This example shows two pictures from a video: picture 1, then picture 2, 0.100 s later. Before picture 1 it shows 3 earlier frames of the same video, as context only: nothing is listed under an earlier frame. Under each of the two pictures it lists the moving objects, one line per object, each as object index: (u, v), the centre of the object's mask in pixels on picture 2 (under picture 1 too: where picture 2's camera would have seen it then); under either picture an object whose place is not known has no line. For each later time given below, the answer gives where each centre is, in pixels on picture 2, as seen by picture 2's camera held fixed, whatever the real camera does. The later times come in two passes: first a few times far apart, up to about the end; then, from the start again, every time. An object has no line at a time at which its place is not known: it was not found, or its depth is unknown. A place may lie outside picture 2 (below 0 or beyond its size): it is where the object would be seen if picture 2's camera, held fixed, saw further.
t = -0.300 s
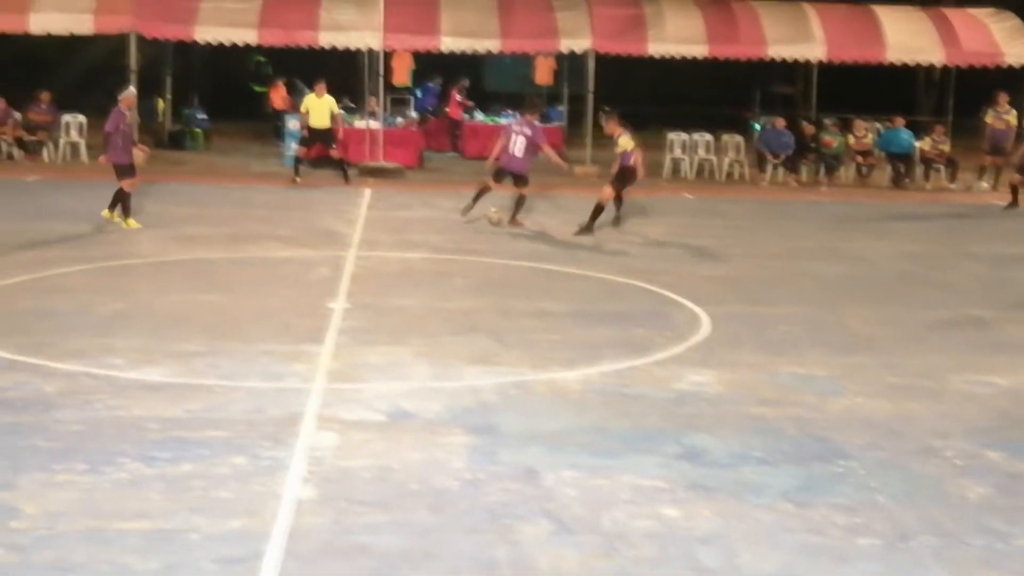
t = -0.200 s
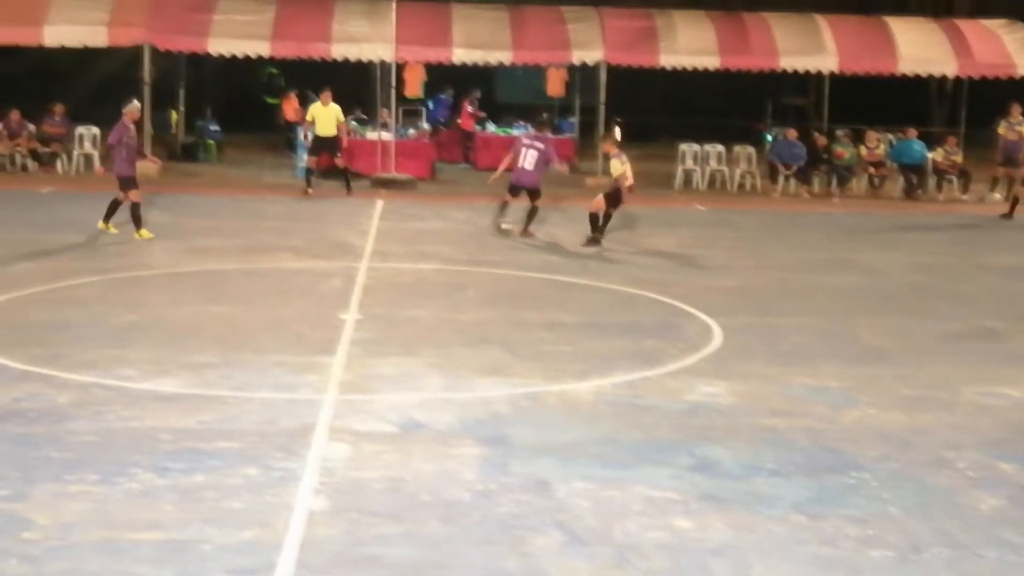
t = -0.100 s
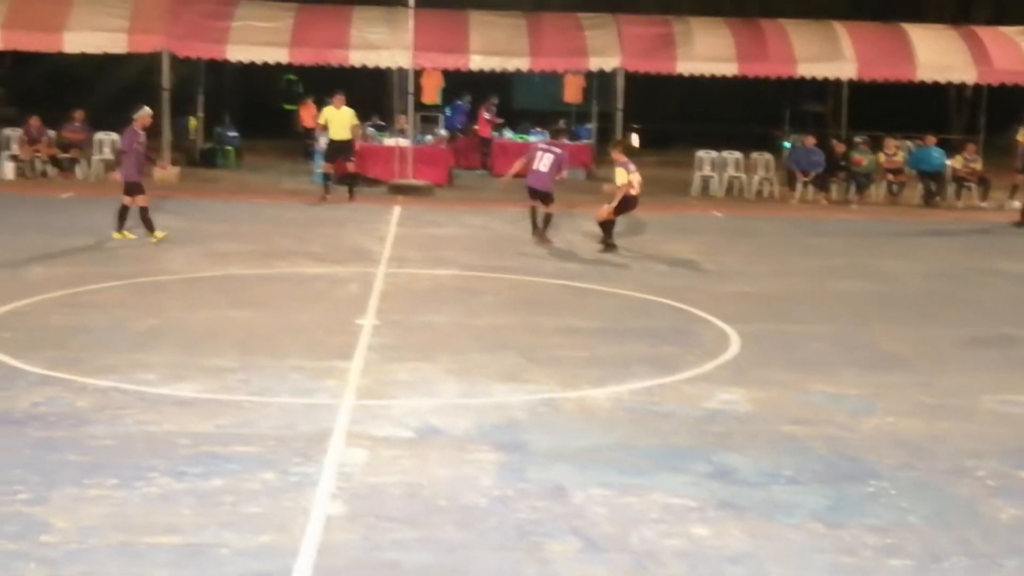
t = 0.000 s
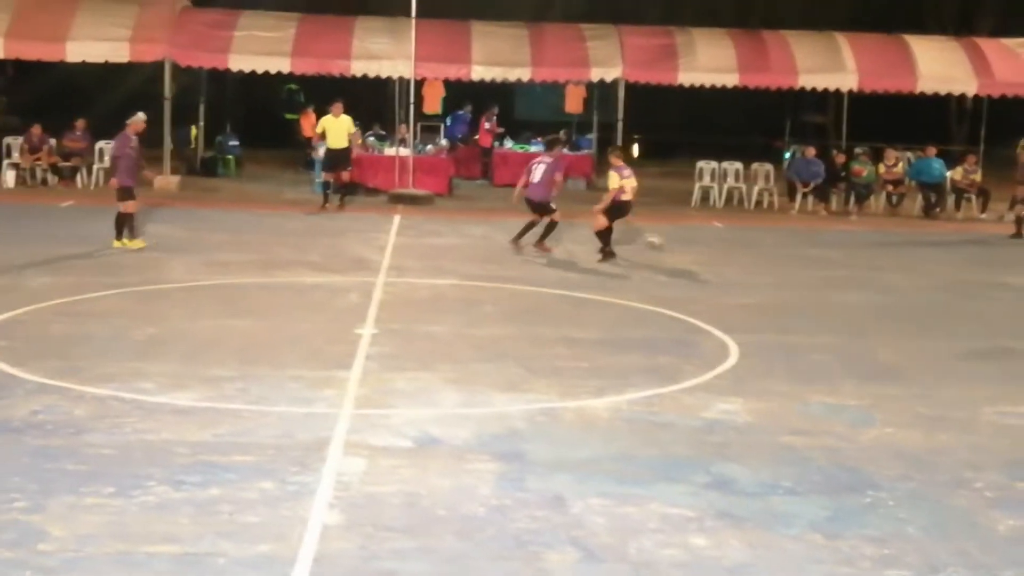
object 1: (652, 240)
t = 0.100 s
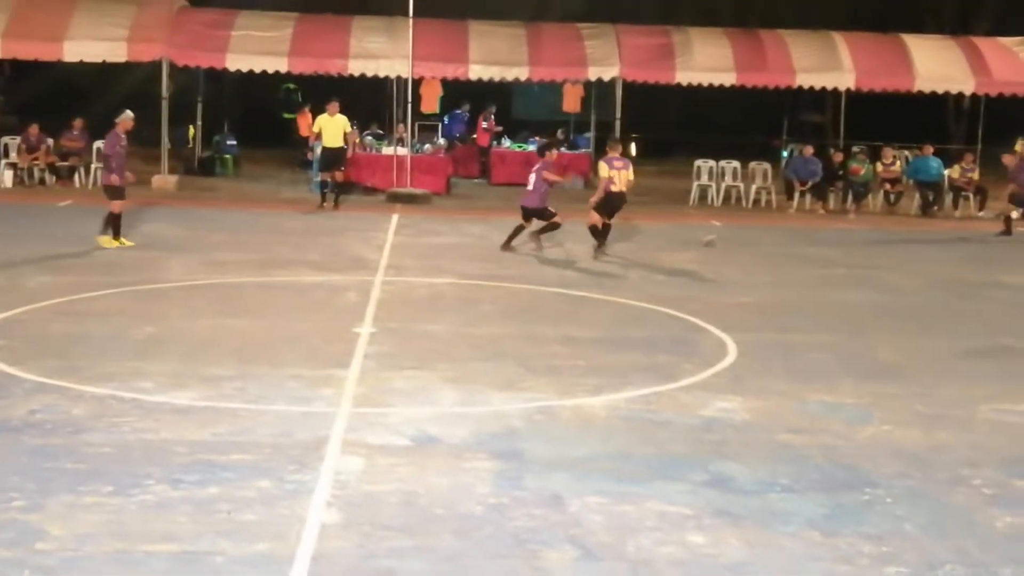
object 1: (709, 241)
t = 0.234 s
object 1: (771, 238)
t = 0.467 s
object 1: (858, 239)
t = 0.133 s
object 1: (724, 238)
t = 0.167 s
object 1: (740, 239)
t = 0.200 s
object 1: (755, 239)
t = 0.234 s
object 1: (771, 238)
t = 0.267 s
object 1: (784, 238)
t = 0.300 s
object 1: (798, 238)
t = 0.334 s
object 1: (811, 238)
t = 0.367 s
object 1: (823, 239)
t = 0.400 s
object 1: (835, 238)
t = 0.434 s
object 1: (848, 238)
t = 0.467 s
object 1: (858, 239)
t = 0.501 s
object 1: (869, 238)
